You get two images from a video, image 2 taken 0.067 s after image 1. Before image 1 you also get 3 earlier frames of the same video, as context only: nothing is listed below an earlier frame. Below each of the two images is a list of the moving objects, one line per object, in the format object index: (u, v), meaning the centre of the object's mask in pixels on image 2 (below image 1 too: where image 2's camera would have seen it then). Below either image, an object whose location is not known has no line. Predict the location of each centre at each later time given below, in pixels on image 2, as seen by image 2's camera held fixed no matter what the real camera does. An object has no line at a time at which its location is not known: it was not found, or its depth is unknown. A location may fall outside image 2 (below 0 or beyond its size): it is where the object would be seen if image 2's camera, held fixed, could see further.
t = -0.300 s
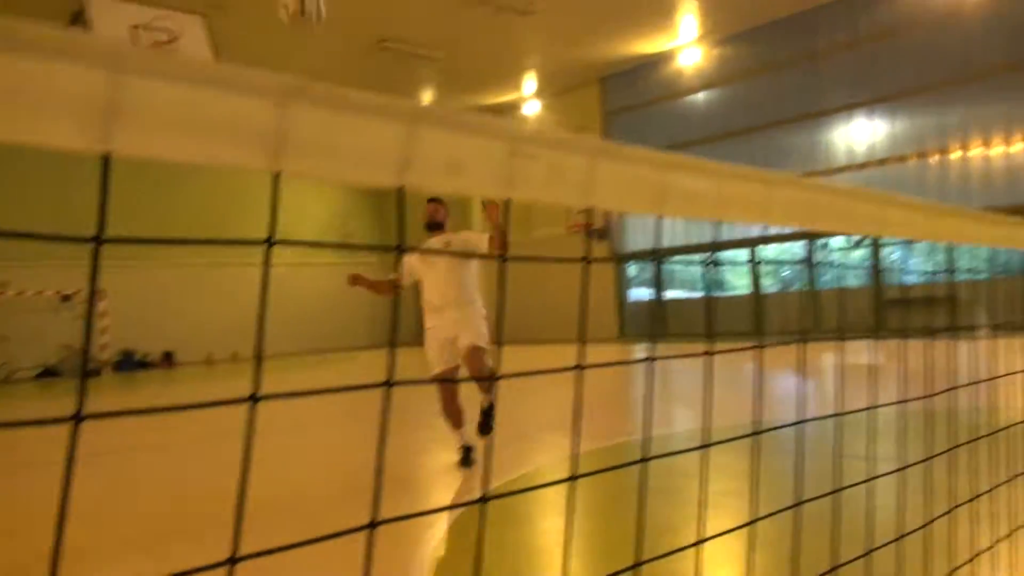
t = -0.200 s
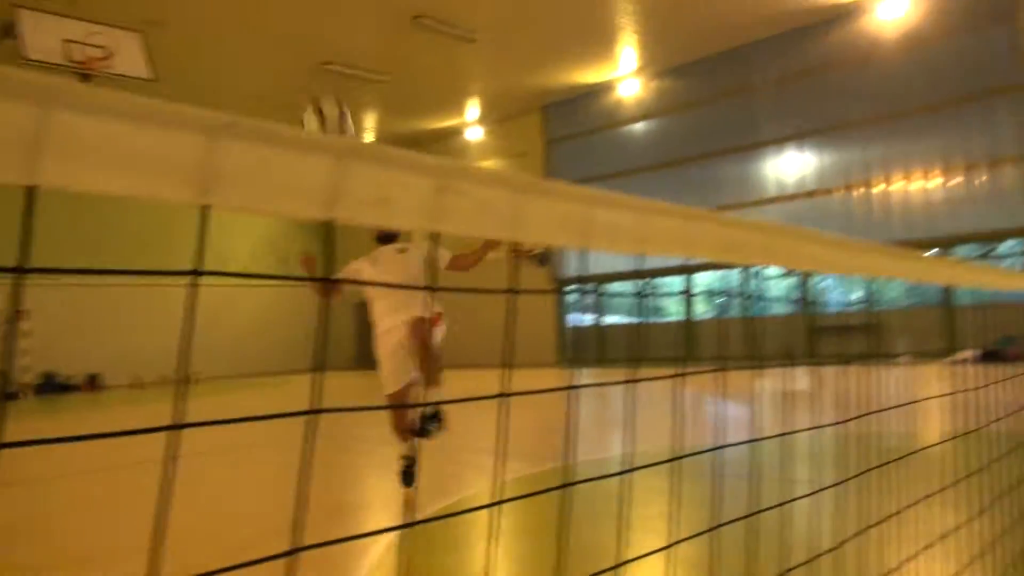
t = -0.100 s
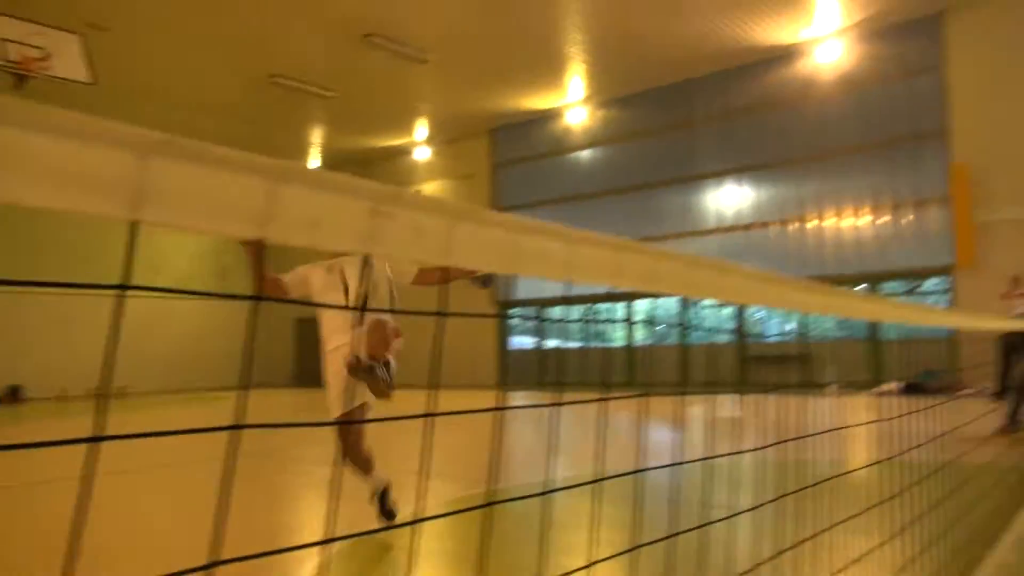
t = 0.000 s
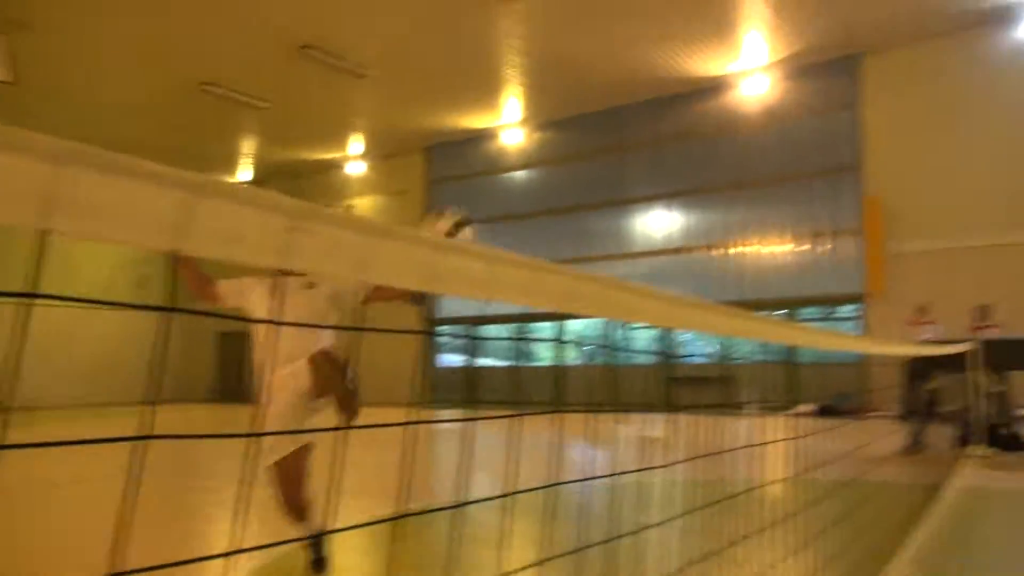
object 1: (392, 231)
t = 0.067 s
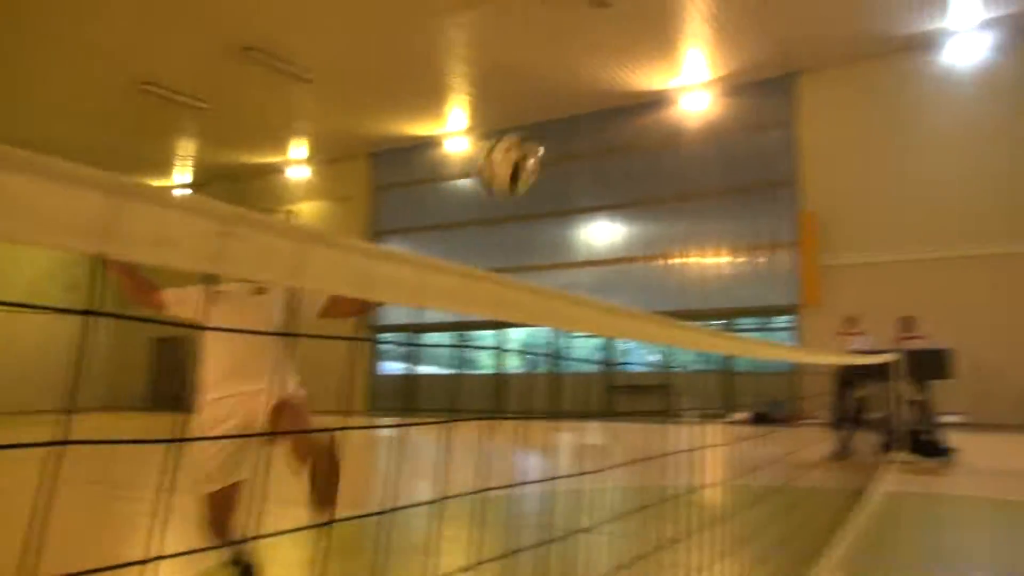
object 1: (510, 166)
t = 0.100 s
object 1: (570, 128)
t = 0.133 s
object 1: (635, 90)
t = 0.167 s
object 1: (704, 54)
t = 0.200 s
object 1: (771, 23)
